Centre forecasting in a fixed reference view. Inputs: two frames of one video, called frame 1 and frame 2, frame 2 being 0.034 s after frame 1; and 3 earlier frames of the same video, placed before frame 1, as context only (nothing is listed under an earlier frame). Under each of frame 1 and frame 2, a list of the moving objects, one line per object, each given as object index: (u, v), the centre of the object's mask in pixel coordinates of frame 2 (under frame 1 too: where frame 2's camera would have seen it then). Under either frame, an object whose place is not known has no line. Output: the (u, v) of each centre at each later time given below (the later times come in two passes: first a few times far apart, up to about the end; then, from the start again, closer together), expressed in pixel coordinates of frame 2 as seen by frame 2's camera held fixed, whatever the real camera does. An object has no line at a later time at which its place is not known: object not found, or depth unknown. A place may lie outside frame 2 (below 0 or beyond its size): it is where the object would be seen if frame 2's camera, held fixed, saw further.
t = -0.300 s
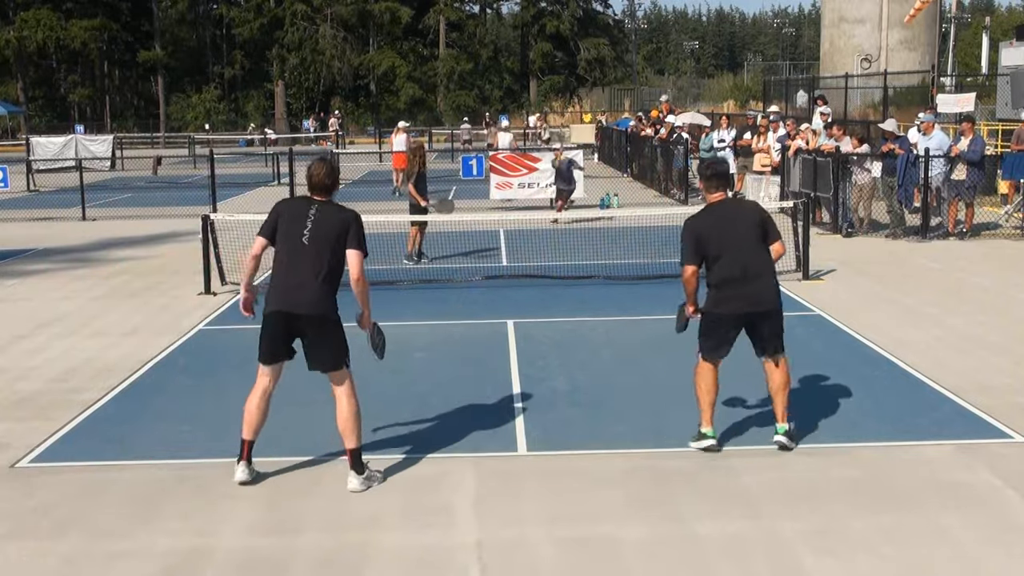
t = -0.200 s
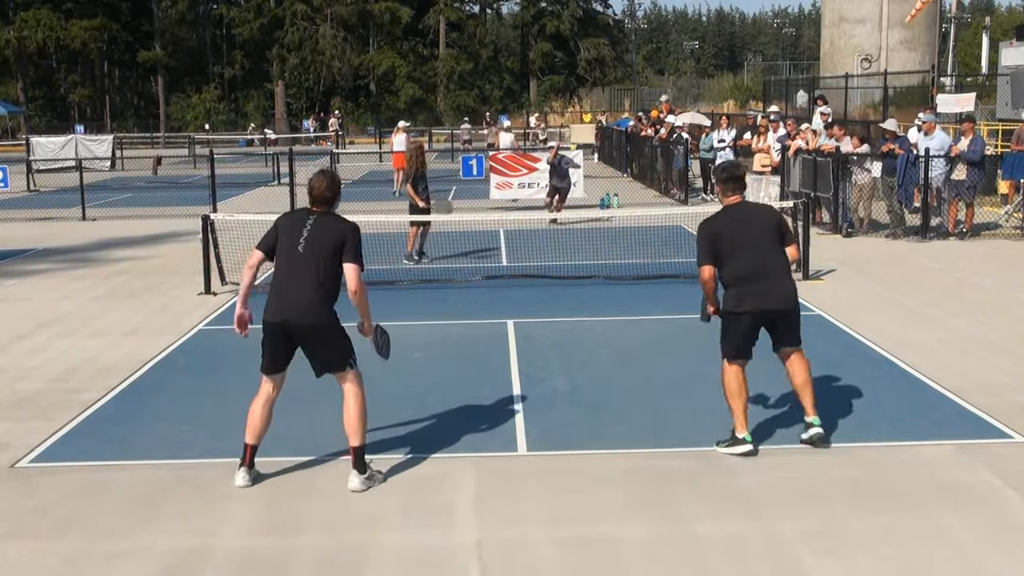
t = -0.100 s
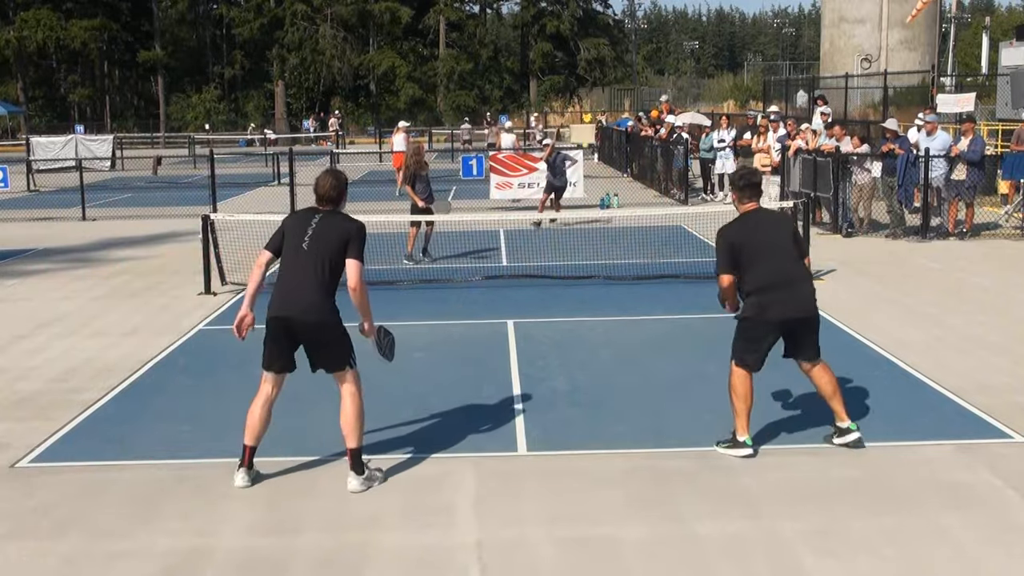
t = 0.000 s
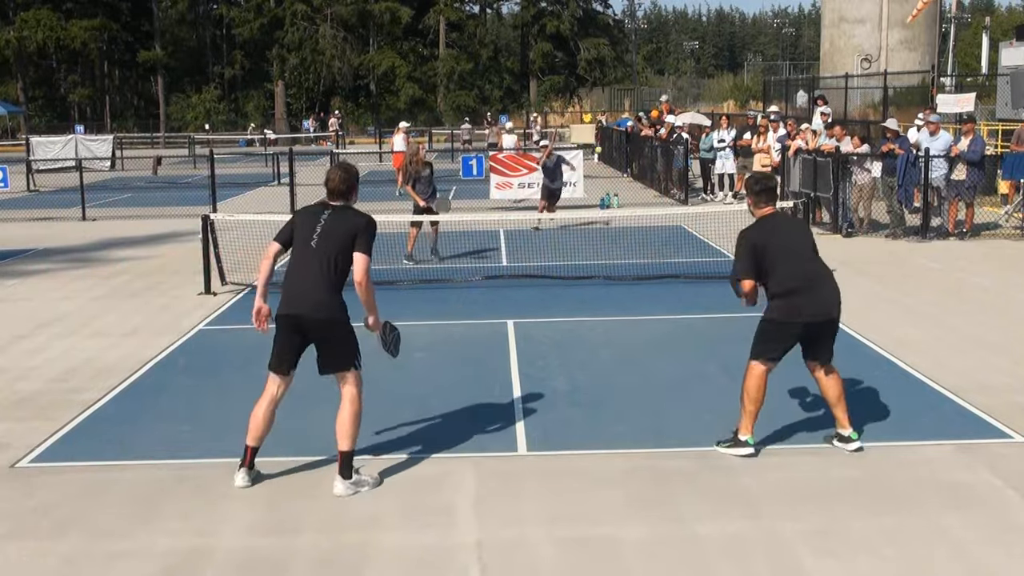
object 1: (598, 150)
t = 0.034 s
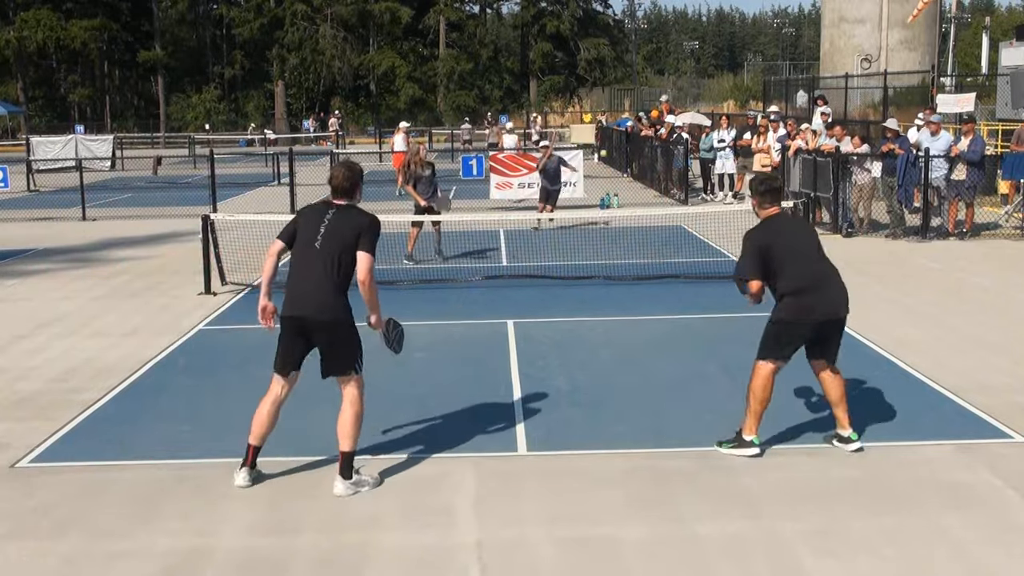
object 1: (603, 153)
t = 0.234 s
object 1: (636, 198)
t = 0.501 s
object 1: (696, 344)
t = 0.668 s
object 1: (727, 330)
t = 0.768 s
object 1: (745, 321)
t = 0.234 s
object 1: (636, 198)
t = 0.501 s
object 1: (696, 344)
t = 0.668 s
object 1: (727, 330)
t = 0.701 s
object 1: (733, 326)
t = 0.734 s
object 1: (738, 323)
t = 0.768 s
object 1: (745, 321)
